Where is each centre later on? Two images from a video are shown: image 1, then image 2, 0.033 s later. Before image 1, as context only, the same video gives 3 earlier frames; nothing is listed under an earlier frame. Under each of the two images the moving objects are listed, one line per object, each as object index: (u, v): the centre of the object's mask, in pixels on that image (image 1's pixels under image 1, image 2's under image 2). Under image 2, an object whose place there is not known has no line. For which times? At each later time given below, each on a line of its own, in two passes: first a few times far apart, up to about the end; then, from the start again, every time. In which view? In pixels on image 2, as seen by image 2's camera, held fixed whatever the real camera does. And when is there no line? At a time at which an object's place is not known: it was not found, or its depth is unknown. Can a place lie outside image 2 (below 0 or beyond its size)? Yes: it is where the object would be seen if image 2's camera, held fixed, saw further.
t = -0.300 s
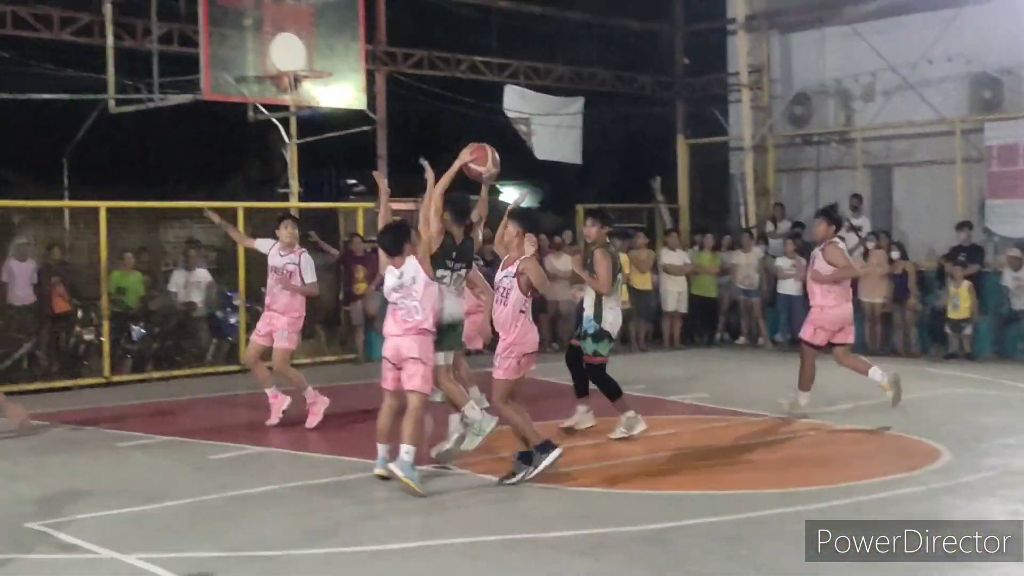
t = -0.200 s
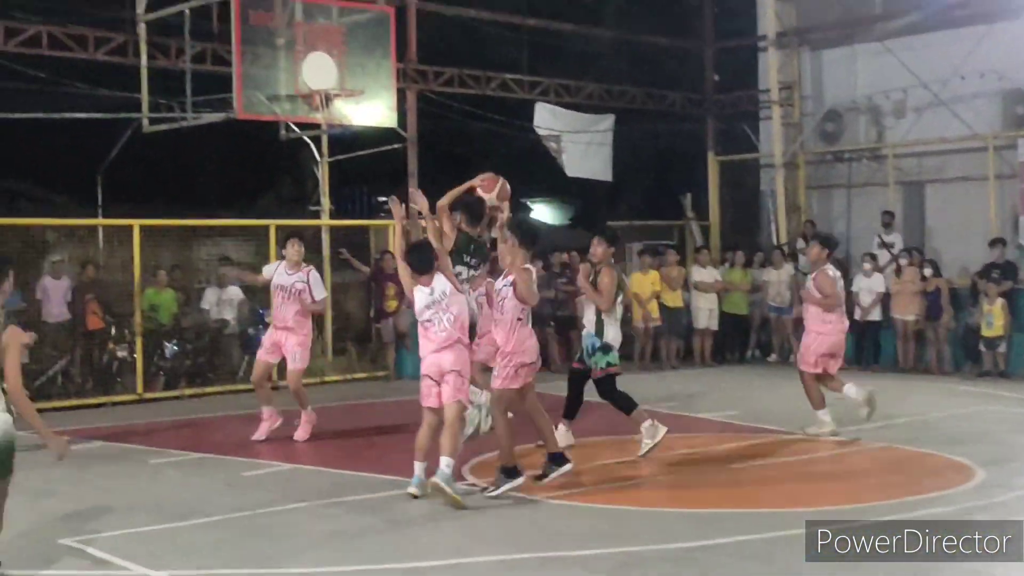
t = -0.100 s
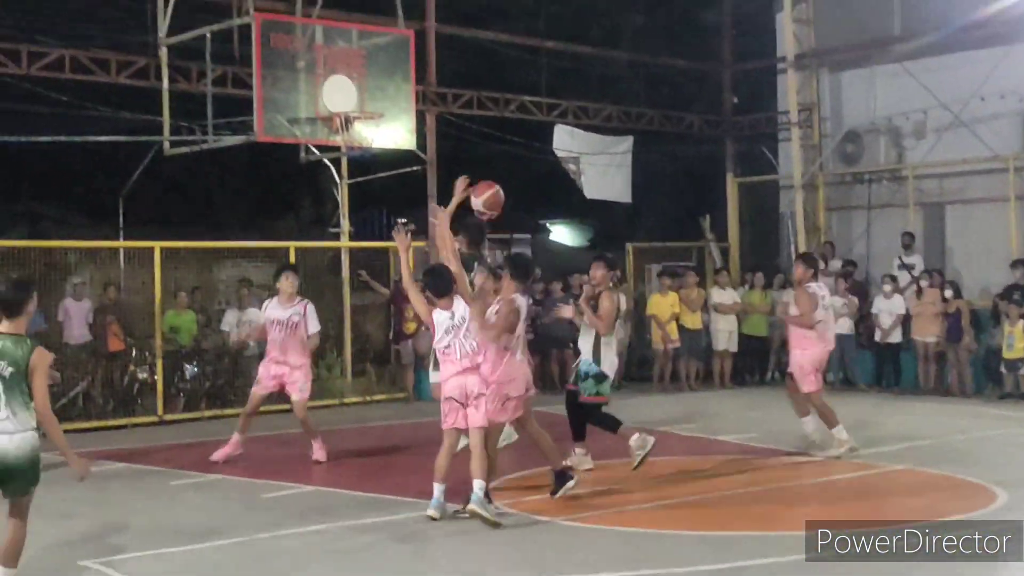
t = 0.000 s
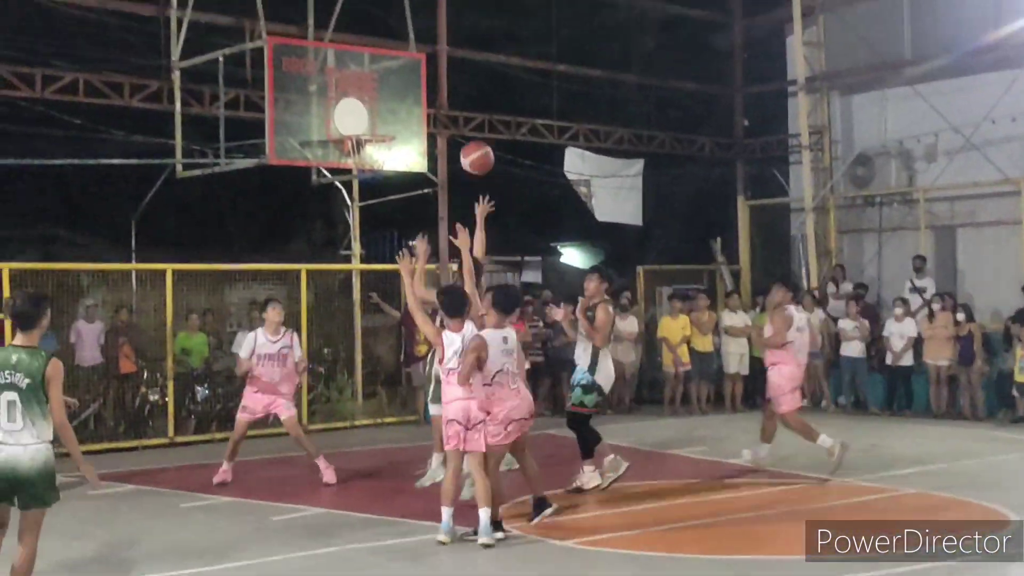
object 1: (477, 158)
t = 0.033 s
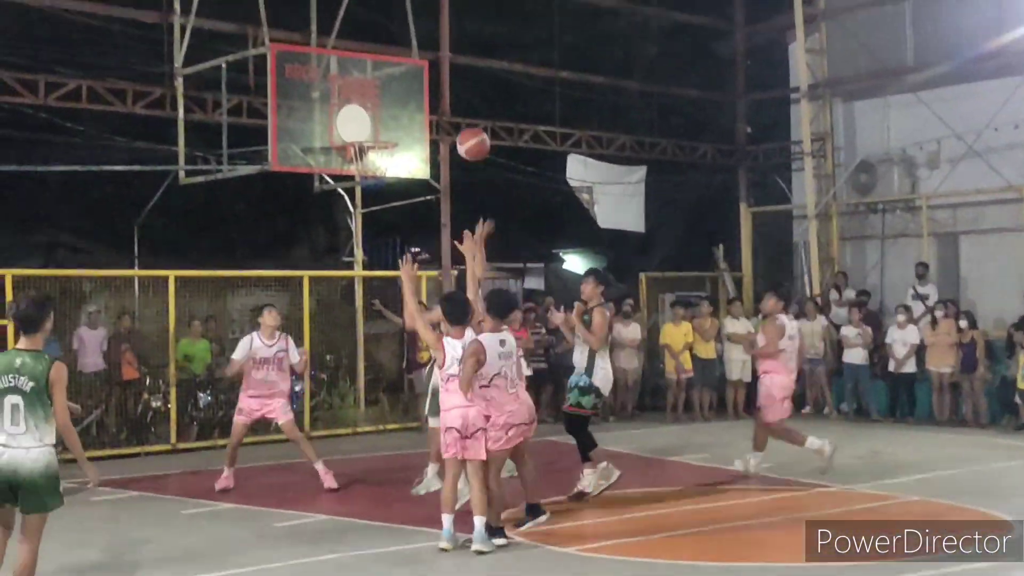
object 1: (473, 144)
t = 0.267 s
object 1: (433, 53)
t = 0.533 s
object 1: (397, 38)
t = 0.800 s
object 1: (366, 93)
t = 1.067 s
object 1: (405, 131)
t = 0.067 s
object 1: (467, 125)
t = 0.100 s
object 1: (460, 109)
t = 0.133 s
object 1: (454, 95)
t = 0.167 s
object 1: (449, 82)
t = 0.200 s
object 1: (443, 70)
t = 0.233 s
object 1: (437, 61)
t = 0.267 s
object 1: (433, 53)
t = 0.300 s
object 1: (428, 46)
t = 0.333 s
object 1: (423, 42)
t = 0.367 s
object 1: (418, 38)
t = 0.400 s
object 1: (414, 35)
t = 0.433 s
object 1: (409, 34)
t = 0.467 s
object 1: (405, 34)
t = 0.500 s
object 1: (401, 35)
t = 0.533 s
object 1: (397, 38)
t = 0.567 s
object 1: (393, 42)
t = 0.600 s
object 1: (389, 46)
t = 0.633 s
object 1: (385, 51)
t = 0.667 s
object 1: (381, 59)
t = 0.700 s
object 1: (377, 67)
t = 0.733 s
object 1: (374, 75)
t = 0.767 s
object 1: (371, 87)
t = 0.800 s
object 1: (366, 93)
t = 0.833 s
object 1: (364, 109)
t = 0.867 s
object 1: (360, 122)
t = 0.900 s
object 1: (358, 134)
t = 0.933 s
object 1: (369, 136)
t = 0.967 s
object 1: (378, 137)
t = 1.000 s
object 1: (386, 135)
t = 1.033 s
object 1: (396, 132)
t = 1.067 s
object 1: (405, 131)
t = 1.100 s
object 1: (414, 131)
